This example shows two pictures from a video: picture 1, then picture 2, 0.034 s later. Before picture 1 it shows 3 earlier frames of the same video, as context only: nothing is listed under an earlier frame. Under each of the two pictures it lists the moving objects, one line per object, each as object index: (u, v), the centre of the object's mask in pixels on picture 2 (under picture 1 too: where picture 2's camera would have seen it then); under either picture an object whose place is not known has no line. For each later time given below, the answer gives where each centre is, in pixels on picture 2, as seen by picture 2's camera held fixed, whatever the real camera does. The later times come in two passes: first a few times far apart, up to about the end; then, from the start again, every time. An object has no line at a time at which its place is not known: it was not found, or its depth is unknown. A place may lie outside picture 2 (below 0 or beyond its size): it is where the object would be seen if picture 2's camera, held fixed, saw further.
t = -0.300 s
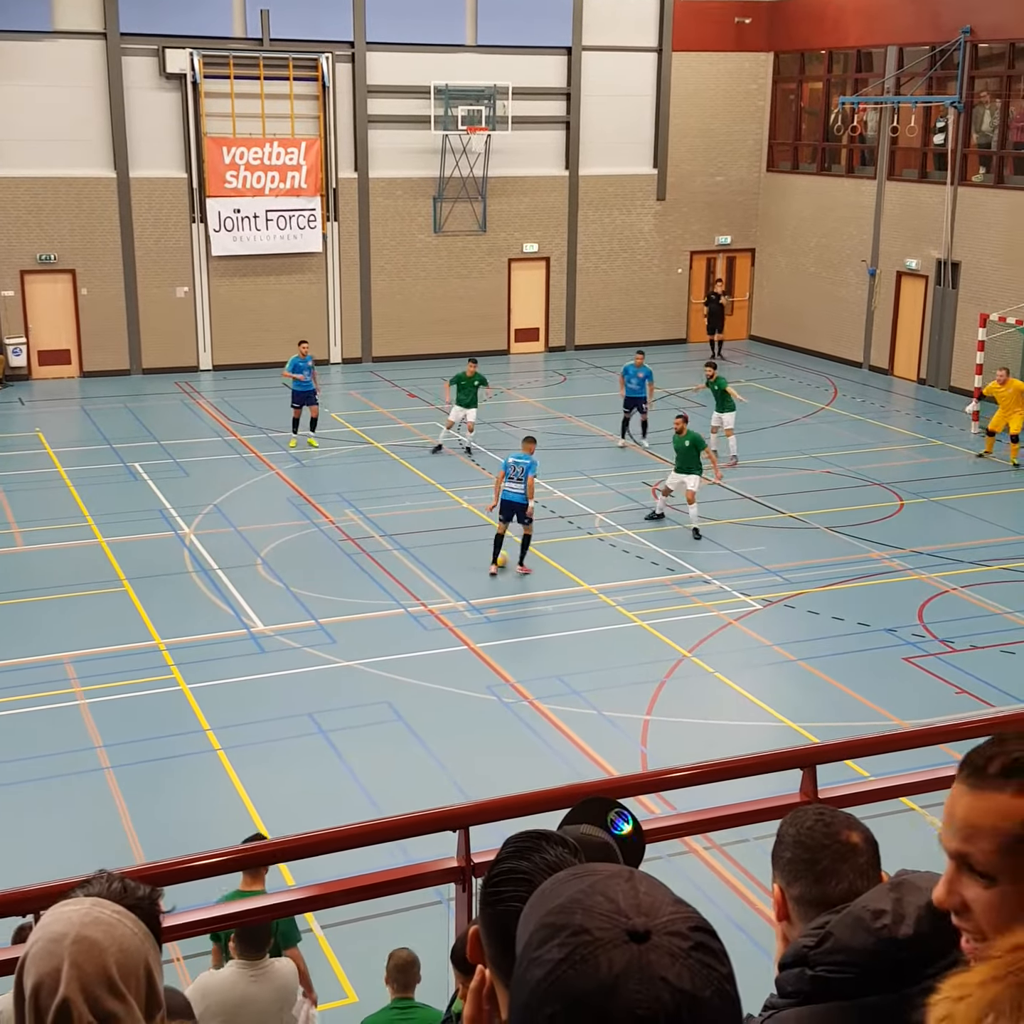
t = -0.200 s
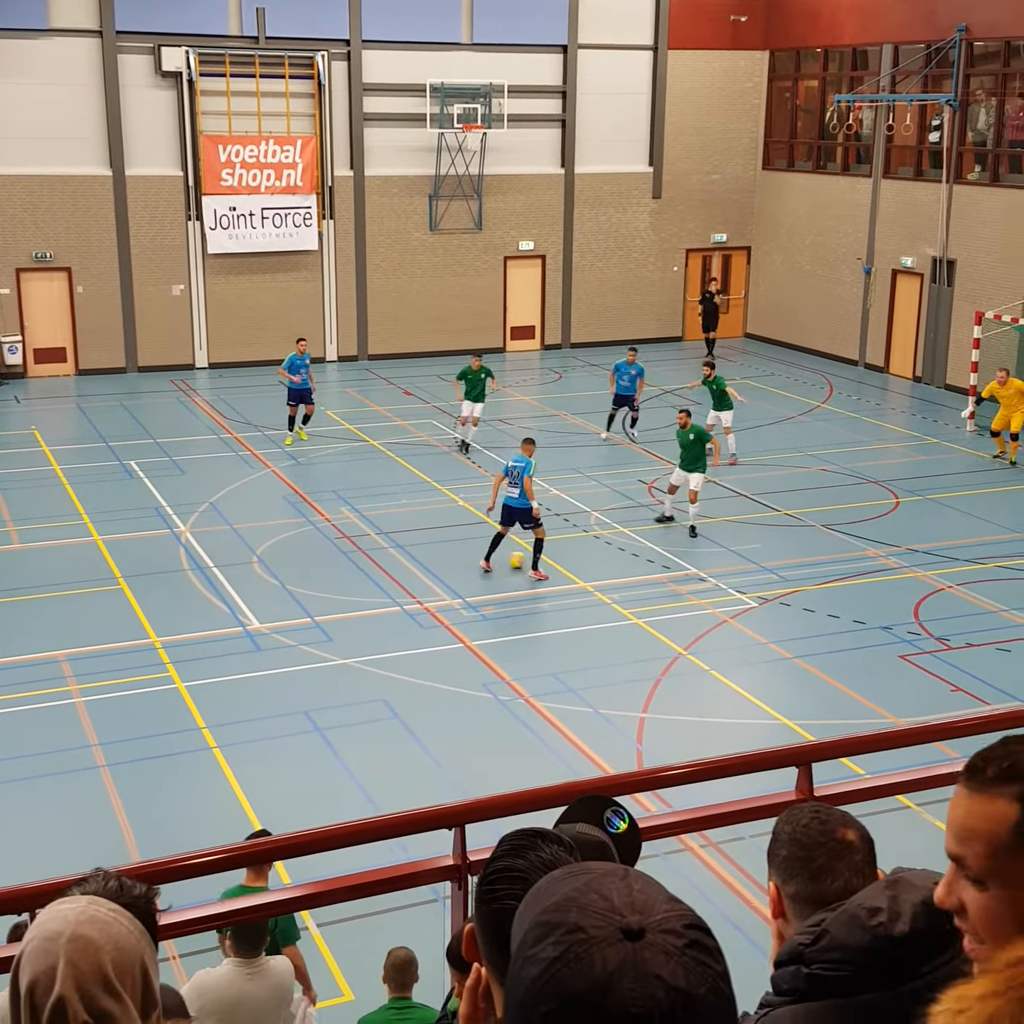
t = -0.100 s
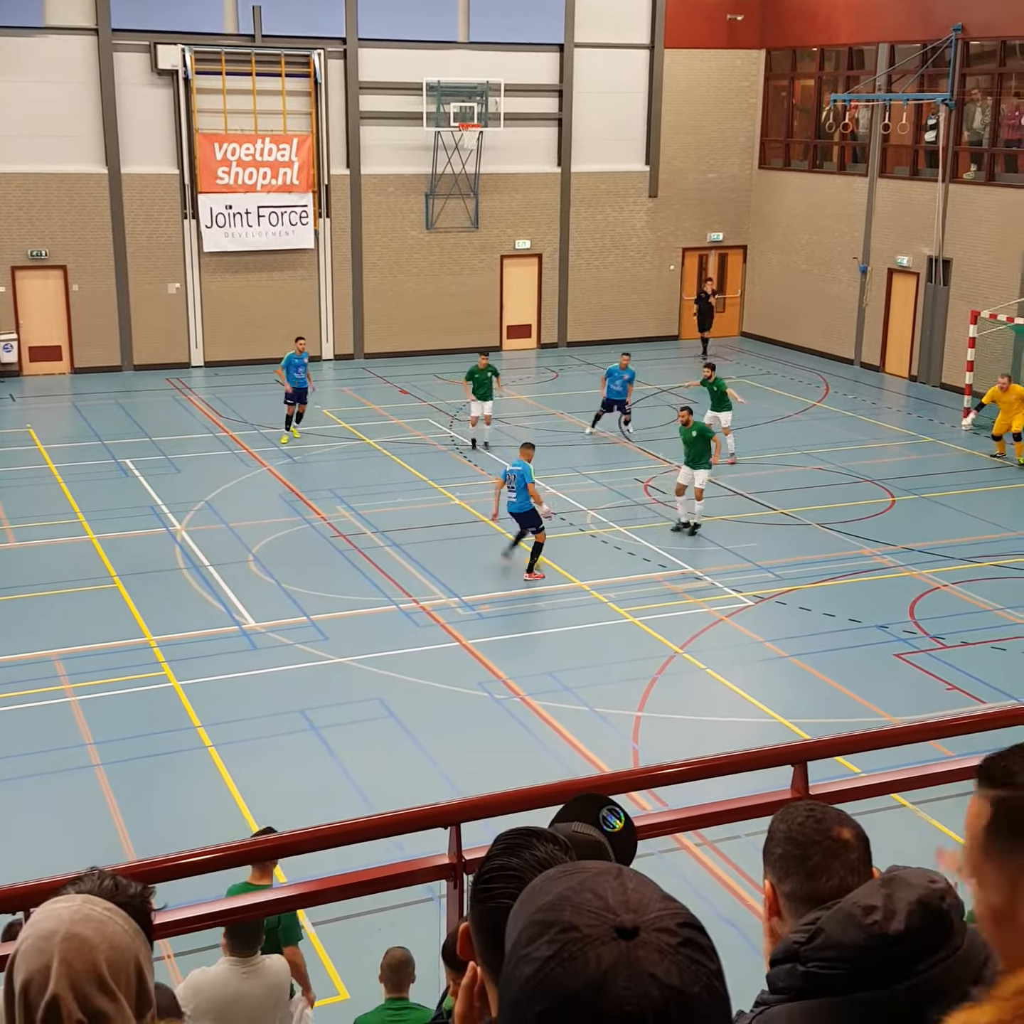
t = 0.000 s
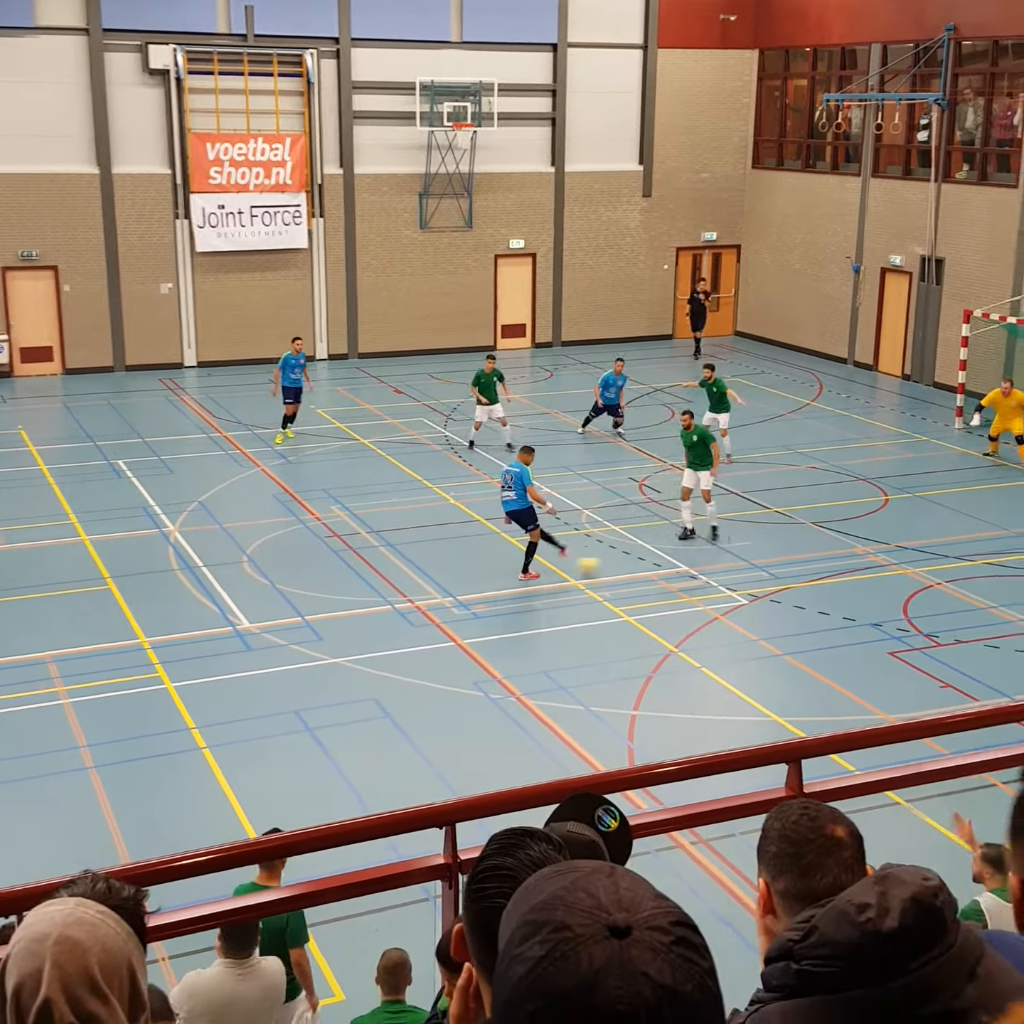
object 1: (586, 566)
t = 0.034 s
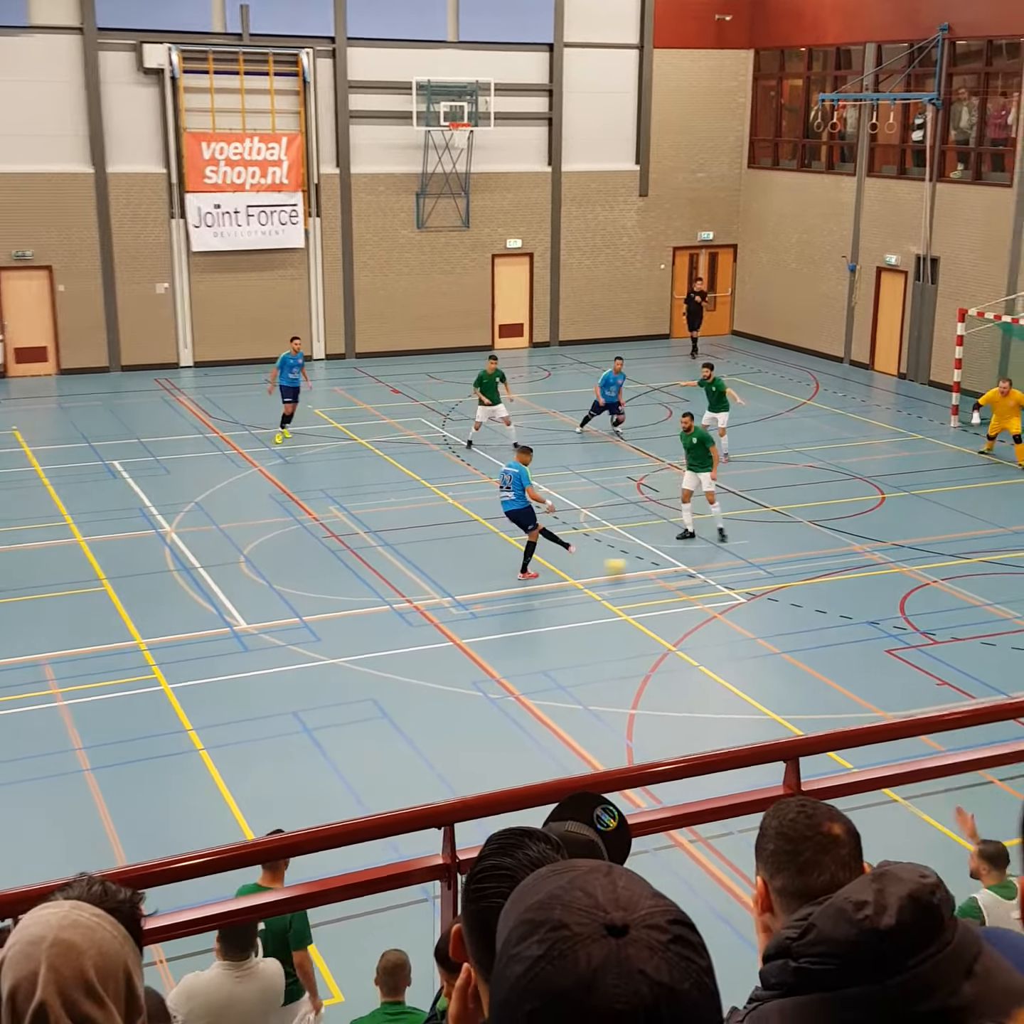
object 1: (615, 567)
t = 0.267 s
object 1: (813, 589)
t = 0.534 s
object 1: (1021, 608)
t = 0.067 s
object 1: (645, 571)
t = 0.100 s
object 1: (675, 577)
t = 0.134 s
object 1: (703, 578)
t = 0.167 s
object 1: (730, 581)
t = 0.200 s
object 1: (758, 581)
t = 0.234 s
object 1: (786, 585)
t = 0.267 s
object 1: (813, 589)
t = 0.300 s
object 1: (839, 591)
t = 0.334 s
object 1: (867, 592)
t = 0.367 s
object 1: (893, 596)
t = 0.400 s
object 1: (920, 599)
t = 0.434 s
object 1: (944, 600)
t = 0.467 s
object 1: (970, 601)
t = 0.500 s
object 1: (996, 605)
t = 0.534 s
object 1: (1021, 608)
